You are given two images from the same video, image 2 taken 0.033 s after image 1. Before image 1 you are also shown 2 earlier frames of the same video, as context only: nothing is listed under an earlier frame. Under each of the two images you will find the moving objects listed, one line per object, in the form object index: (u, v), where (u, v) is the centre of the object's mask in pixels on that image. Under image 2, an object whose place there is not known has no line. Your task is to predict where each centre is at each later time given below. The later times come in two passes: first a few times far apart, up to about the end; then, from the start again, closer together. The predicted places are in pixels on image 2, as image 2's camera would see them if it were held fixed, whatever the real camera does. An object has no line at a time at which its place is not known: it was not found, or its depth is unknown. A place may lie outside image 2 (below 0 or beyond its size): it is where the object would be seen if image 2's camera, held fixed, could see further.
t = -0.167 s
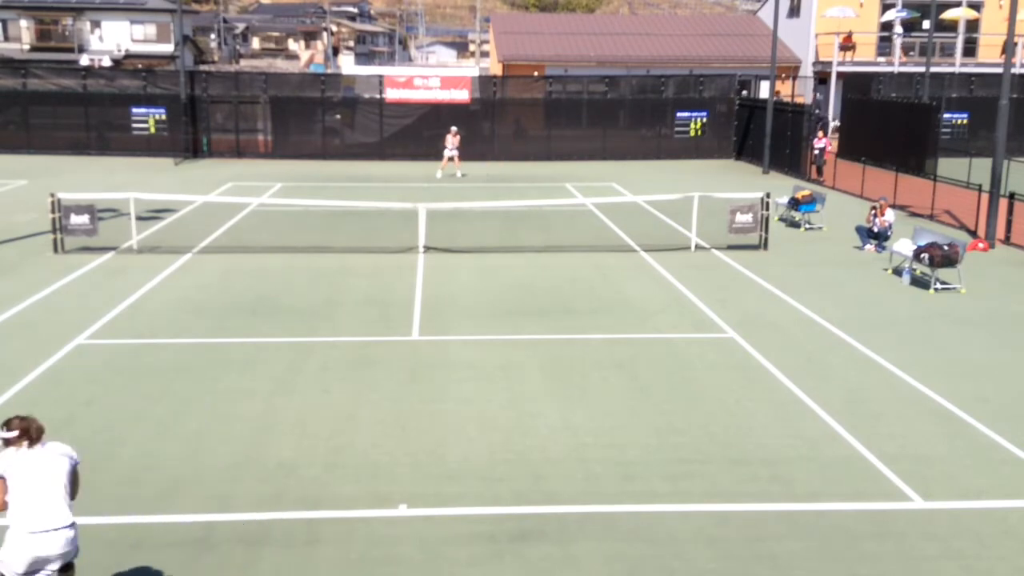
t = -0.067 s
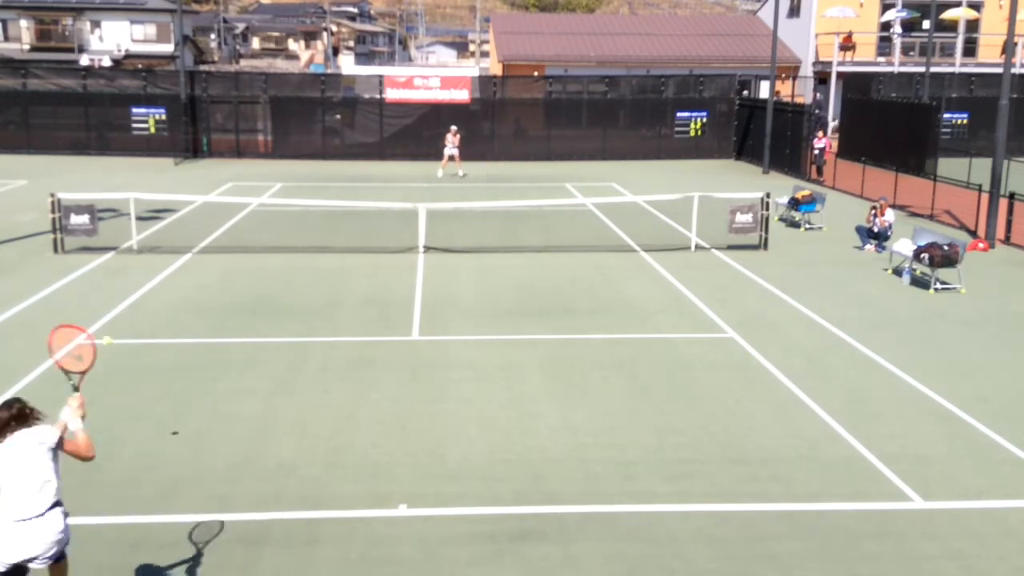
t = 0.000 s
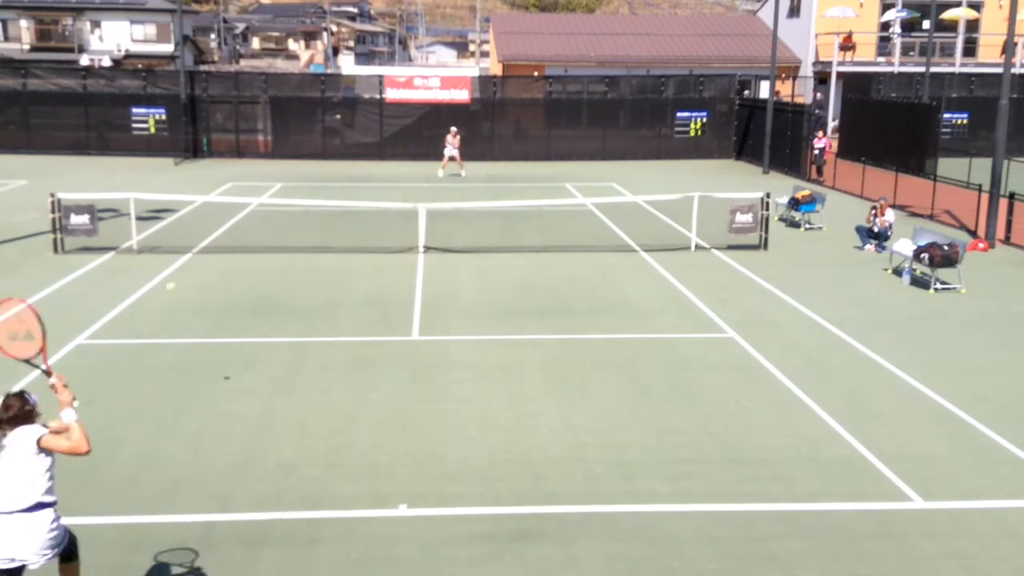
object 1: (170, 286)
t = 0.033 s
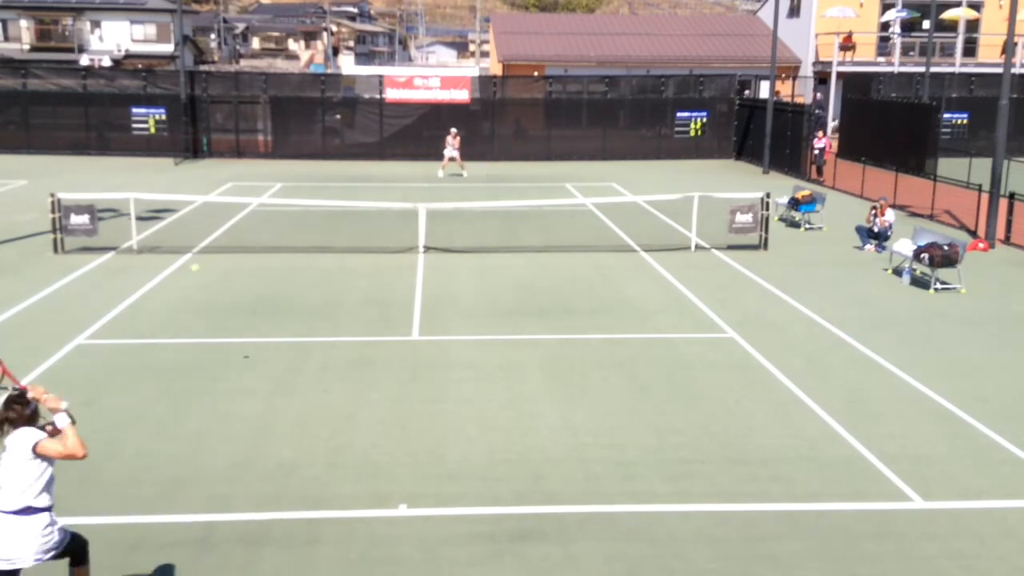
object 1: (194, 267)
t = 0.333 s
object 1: (311, 207)
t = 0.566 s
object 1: (325, 224)
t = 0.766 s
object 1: (324, 250)
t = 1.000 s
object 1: (324, 252)
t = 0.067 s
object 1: (215, 252)
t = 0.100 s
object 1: (233, 240)
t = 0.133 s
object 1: (249, 230)
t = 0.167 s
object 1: (262, 223)
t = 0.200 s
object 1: (275, 217)
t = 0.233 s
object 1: (285, 213)
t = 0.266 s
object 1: (295, 210)
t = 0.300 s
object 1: (304, 207)
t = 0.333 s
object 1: (311, 207)
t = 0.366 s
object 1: (319, 207)
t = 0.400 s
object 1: (324, 204)
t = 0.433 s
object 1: (324, 206)
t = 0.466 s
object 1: (324, 211)
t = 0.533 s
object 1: (325, 219)
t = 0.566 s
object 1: (325, 224)
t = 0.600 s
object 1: (325, 229)
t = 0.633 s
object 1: (325, 234)
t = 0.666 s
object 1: (325, 239)
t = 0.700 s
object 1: (325, 244)
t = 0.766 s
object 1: (324, 250)
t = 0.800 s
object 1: (324, 249)
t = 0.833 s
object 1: (324, 249)
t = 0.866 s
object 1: (324, 249)
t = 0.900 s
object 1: (324, 250)
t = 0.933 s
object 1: (324, 251)
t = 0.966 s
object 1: (324, 253)
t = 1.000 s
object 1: (324, 252)
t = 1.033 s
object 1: (324, 252)
